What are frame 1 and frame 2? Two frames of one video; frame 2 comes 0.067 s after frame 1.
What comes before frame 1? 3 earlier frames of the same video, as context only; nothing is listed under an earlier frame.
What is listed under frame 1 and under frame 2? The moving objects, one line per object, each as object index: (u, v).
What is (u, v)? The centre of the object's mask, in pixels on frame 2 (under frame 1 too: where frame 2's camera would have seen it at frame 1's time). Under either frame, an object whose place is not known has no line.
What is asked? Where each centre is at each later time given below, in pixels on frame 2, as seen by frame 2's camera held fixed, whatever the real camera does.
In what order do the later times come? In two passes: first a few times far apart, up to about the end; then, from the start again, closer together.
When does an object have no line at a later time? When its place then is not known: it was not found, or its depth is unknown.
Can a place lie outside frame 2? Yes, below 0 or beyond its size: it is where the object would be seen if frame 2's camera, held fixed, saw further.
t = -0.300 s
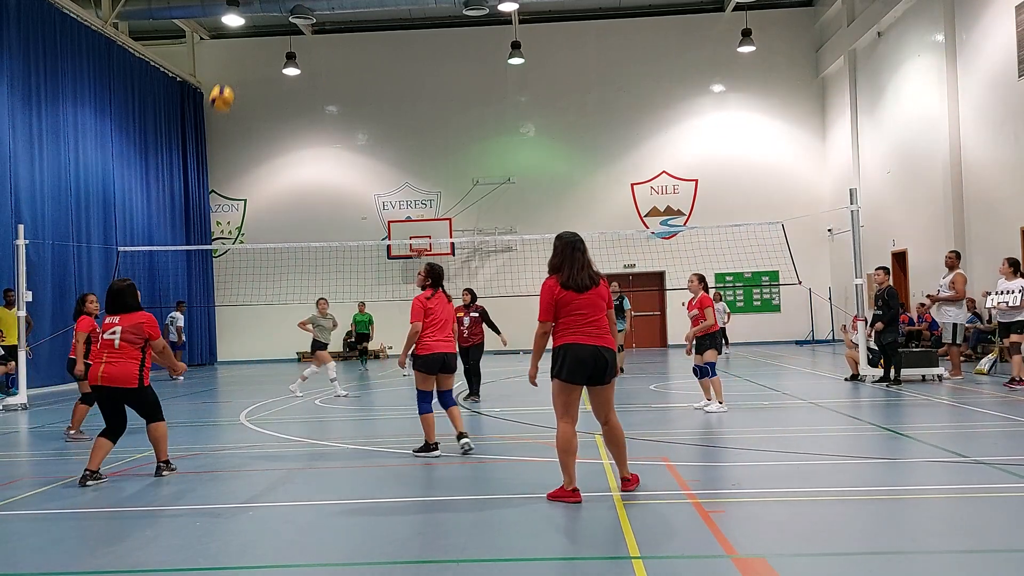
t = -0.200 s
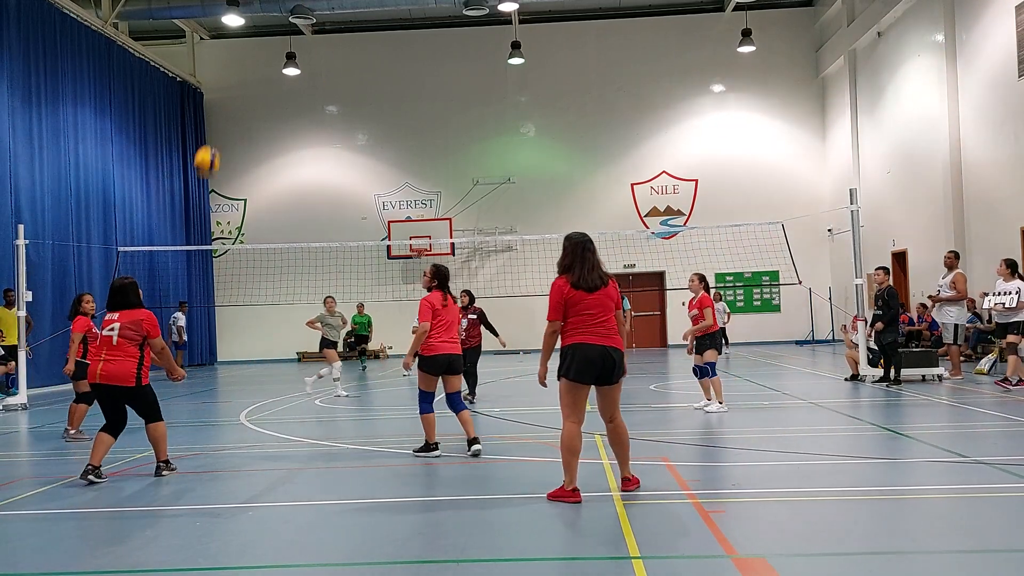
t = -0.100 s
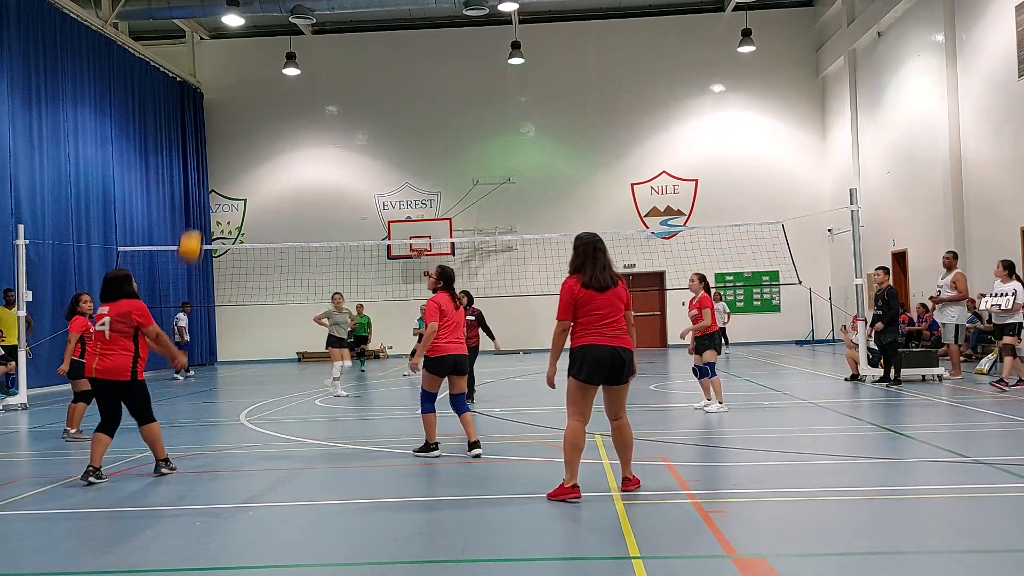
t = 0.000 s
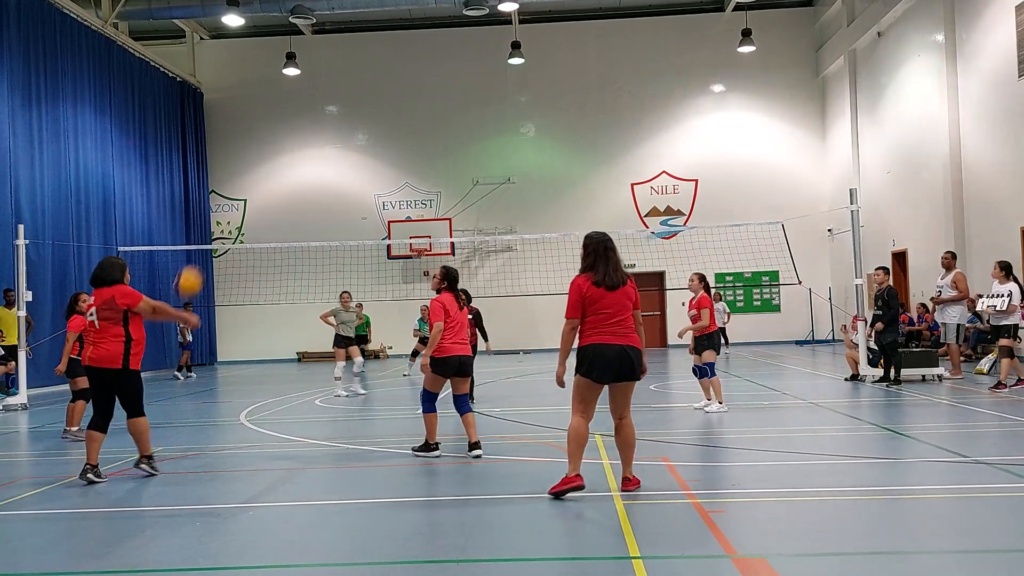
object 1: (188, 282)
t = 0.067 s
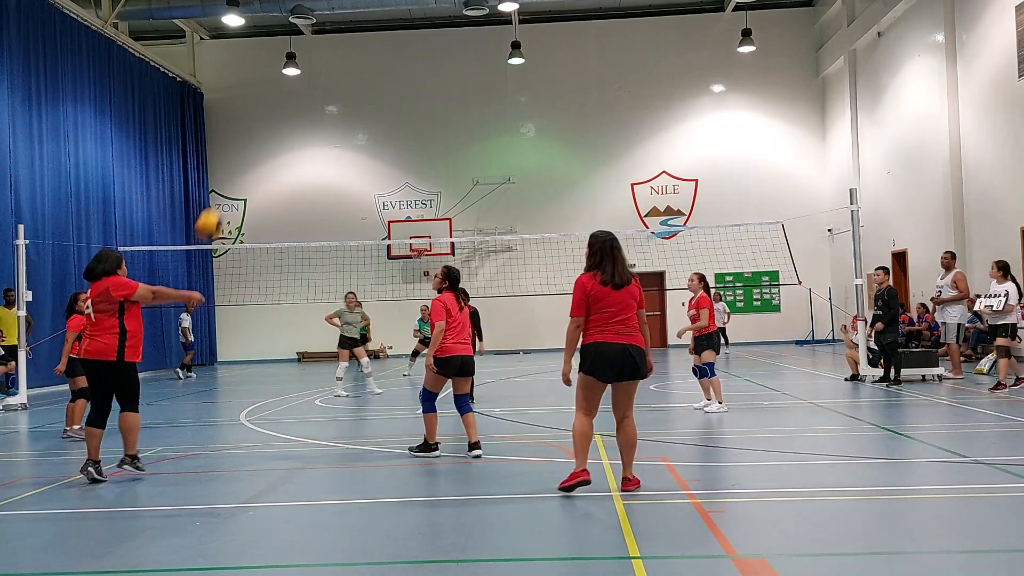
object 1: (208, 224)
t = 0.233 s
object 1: (257, 115)
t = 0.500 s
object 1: (323, 26)
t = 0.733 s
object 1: (375, 17)
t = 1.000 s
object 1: (427, 68)
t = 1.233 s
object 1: (469, 159)
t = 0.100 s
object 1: (218, 198)
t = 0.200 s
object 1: (247, 133)
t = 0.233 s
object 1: (257, 115)
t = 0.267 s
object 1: (265, 99)
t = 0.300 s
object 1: (273, 85)
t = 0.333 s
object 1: (281, 71)
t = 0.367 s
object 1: (291, 58)
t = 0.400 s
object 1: (298, 49)
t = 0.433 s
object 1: (308, 39)
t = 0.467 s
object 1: (316, 32)
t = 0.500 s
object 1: (323, 26)
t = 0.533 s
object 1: (331, 21)
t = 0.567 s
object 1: (338, 18)
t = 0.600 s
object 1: (345, 16)
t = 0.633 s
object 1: (353, 14)
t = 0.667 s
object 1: (361, 14)
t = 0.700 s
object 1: (368, 15)
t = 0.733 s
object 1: (375, 17)
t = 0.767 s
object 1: (382, 20)
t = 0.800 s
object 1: (389, 23)
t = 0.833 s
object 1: (395, 29)
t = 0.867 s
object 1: (402, 35)
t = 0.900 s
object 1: (408, 42)
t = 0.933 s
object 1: (415, 50)
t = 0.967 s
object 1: (421, 59)
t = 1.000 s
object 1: (427, 68)
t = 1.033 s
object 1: (434, 80)
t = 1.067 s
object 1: (440, 91)
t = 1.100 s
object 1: (446, 103)
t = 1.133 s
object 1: (452, 116)
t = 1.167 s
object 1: (458, 130)
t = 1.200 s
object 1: (464, 145)
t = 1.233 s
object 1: (469, 159)
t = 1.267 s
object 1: (474, 176)
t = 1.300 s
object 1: (480, 192)
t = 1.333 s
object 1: (486, 210)
